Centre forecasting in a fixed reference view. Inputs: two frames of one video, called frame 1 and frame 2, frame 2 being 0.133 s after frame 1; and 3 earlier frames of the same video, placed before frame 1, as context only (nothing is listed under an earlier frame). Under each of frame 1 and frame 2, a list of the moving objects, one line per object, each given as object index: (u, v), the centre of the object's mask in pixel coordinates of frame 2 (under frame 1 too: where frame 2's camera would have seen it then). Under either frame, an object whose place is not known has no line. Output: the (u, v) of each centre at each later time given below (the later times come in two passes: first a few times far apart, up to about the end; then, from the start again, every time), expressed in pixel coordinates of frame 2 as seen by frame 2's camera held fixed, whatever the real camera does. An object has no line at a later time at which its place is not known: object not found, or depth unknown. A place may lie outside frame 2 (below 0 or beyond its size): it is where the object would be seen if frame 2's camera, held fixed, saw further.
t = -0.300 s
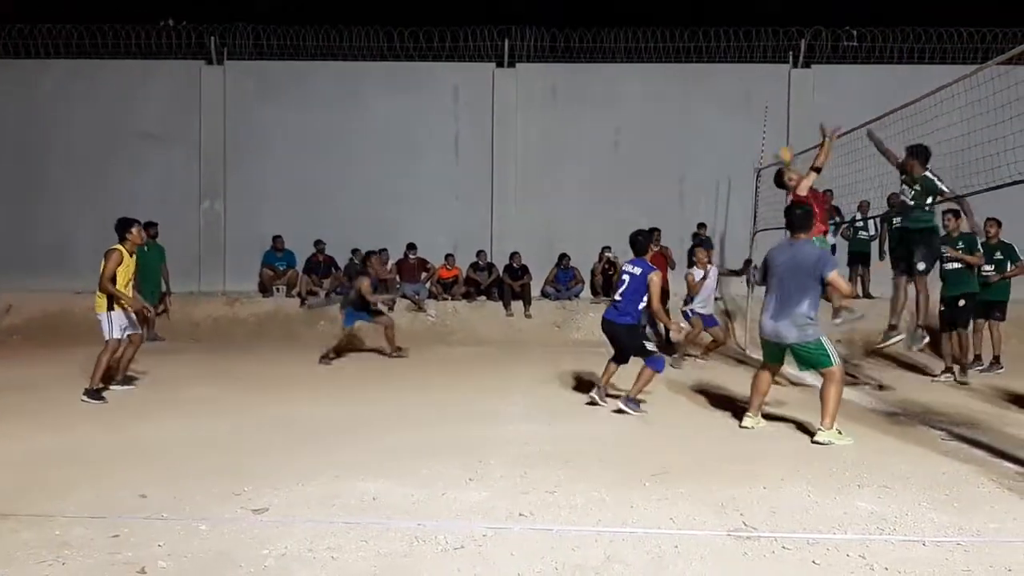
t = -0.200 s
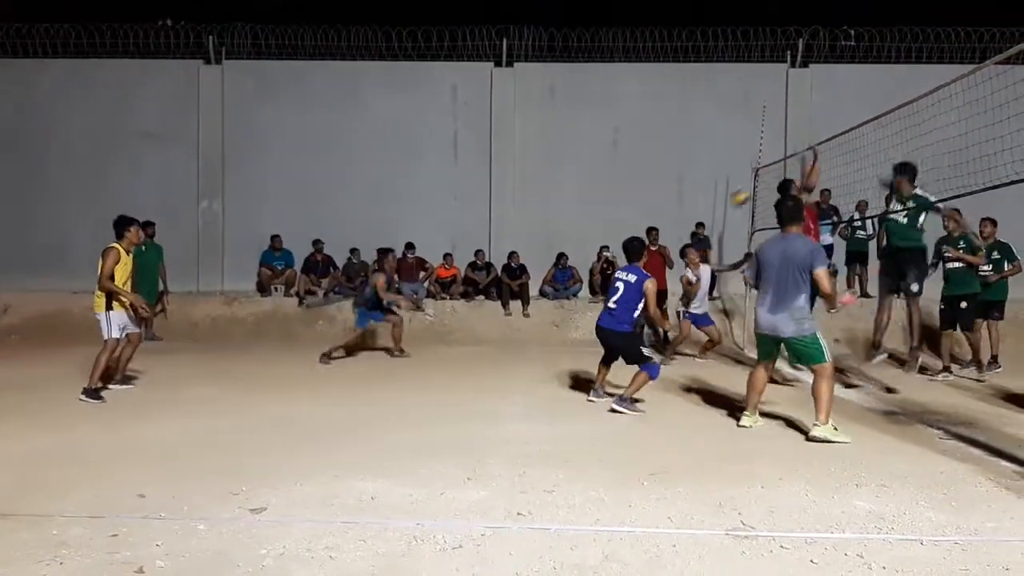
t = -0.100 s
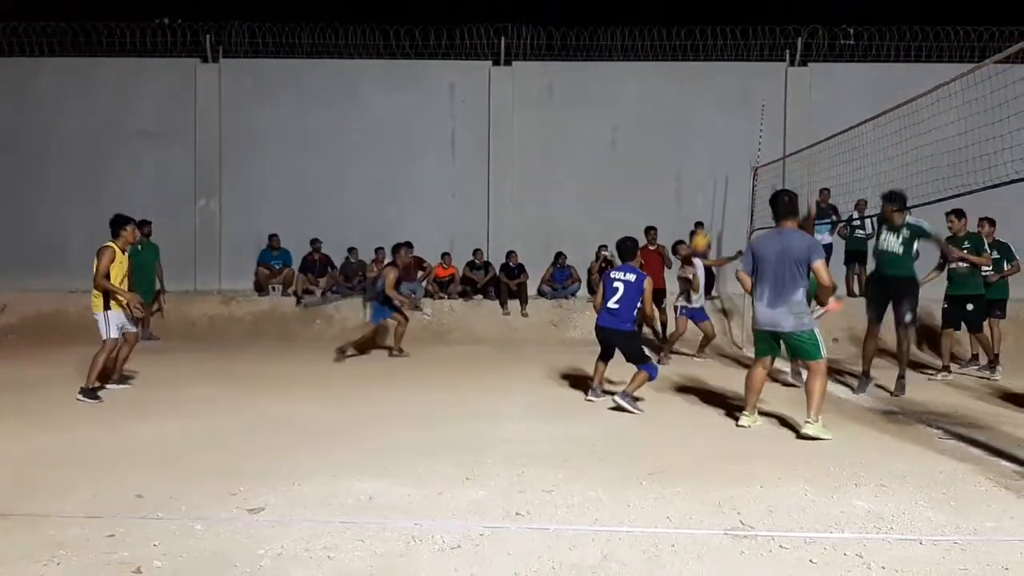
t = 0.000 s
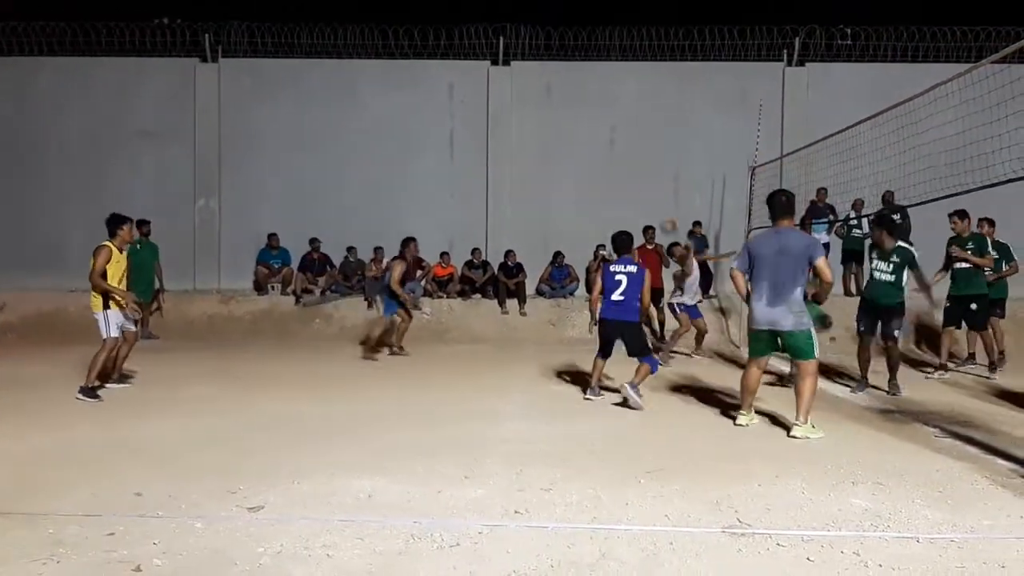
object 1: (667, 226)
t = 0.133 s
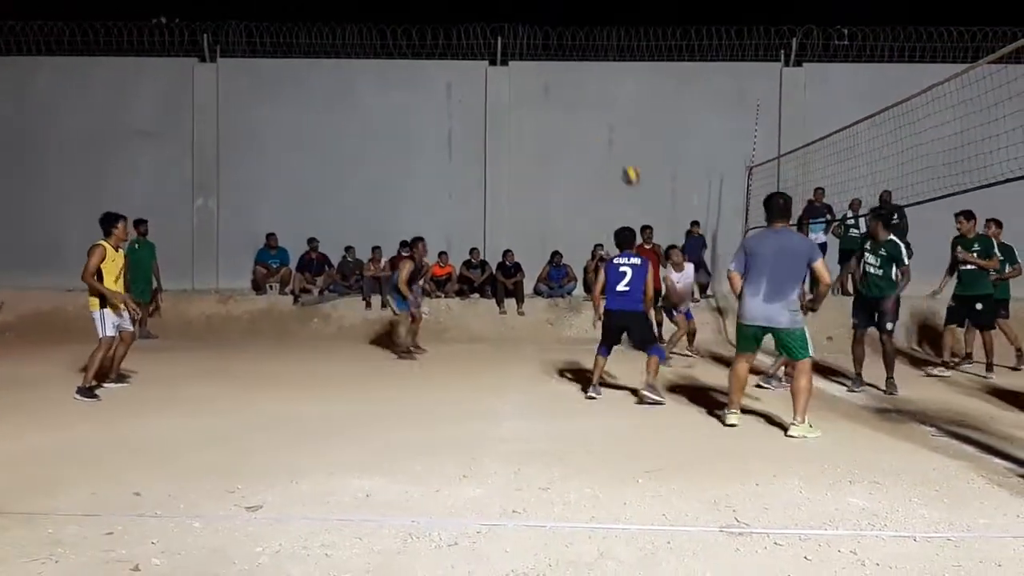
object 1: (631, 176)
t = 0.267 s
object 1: (594, 142)
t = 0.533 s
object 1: (519, 121)
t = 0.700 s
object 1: (470, 139)
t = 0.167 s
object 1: (621, 166)
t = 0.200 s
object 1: (612, 158)
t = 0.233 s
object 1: (603, 148)
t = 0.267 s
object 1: (594, 142)
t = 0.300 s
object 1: (585, 136)
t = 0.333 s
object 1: (575, 130)
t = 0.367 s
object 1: (567, 127)
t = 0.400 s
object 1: (556, 123)
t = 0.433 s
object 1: (547, 121)
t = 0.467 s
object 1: (538, 119)
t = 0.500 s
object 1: (528, 119)
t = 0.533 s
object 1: (519, 121)
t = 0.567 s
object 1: (508, 121)
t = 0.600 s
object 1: (499, 125)
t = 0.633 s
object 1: (488, 128)
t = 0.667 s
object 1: (478, 133)
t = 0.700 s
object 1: (470, 139)
